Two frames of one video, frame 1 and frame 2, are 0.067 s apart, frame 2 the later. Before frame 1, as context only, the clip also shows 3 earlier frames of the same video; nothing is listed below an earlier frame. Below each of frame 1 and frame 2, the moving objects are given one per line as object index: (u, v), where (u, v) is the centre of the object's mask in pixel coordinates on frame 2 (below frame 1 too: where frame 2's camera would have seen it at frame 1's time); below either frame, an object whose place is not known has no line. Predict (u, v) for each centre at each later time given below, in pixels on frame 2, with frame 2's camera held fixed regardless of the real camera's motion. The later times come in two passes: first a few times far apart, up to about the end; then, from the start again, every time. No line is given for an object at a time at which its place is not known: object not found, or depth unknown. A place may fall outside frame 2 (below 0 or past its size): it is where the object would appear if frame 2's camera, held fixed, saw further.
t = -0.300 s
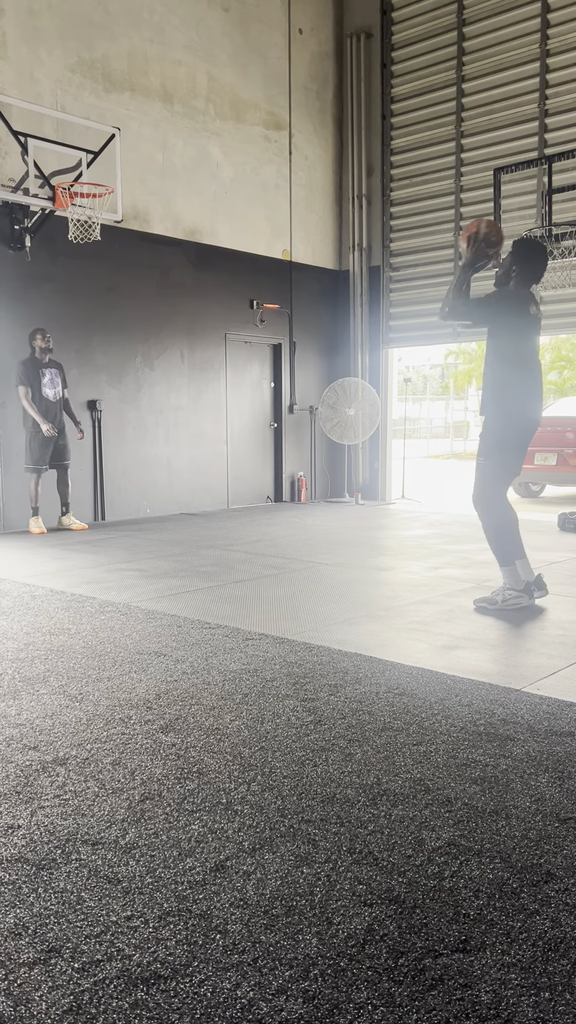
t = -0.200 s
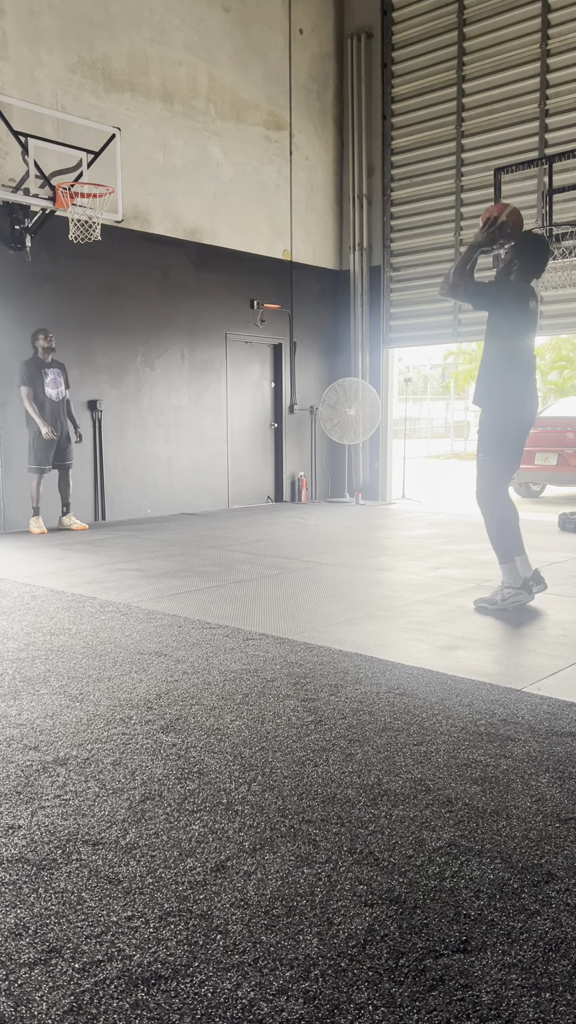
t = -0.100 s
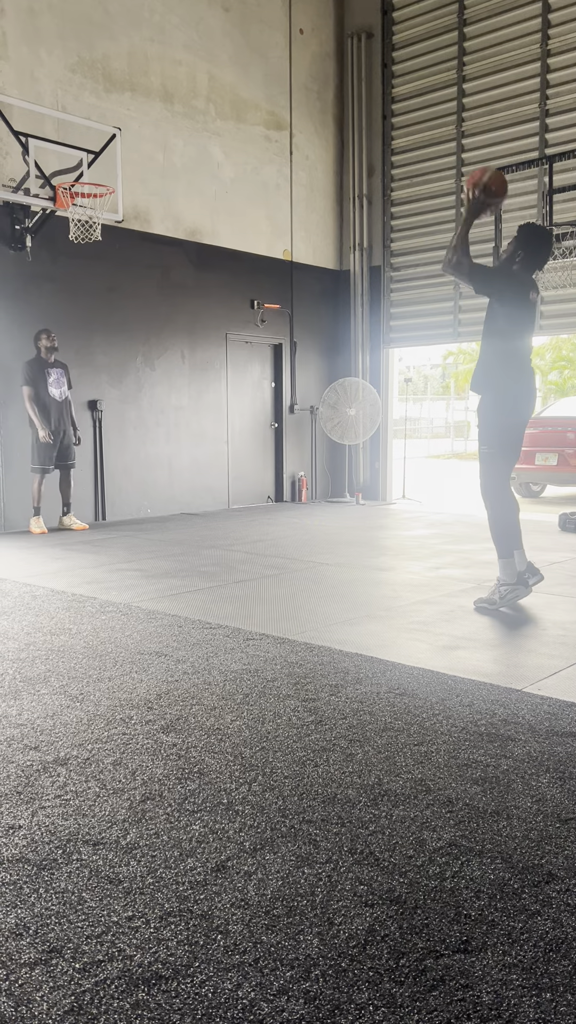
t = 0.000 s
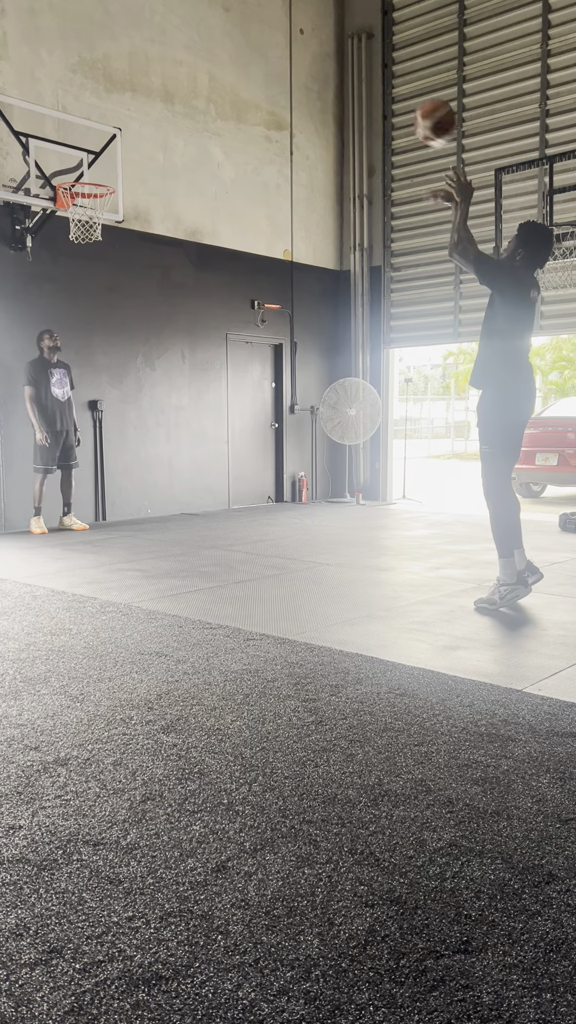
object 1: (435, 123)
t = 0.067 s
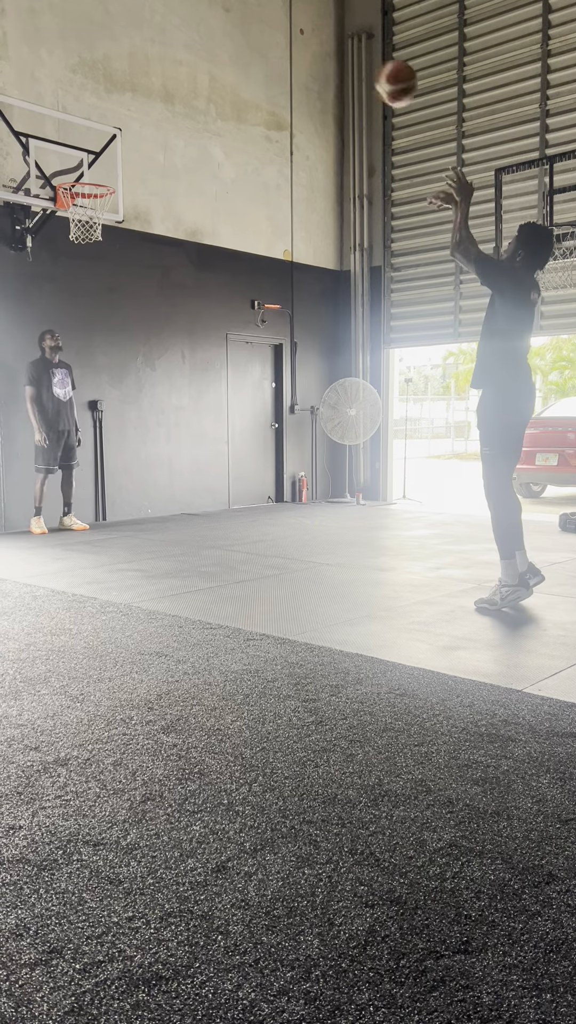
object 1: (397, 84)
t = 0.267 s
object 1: (295, 24)
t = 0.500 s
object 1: (198, 37)
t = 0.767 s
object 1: (113, 134)
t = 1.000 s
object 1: (66, 234)
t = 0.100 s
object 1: (378, 68)
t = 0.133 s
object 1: (360, 54)
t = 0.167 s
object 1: (343, 44)
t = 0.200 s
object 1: (327, 35)
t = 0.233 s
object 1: (311, 28)
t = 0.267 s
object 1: (295, 24)
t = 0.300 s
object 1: (280, 20)
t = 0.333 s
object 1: (265, 19)
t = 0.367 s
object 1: (251, 19)
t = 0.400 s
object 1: (237, 21)
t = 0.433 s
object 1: (224, 26)
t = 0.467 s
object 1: (210, 31)
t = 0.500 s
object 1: (198, 37)
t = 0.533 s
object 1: (186, 45)
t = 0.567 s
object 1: (174, 54)
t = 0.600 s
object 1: (163, 66)
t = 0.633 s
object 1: (153, 76)
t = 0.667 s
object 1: (142, 89)
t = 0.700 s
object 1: (132, 104)
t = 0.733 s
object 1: (122, 118)
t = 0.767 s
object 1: (113, 134)
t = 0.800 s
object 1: (103, 151)
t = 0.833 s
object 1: (94, 169)
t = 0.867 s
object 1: (86, 184)
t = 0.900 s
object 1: (79, 204)
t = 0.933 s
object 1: (73, 221)
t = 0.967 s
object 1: (69, 226)
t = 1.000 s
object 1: (66, 234)
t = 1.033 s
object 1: (64, 244)
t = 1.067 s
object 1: (62, 255)
